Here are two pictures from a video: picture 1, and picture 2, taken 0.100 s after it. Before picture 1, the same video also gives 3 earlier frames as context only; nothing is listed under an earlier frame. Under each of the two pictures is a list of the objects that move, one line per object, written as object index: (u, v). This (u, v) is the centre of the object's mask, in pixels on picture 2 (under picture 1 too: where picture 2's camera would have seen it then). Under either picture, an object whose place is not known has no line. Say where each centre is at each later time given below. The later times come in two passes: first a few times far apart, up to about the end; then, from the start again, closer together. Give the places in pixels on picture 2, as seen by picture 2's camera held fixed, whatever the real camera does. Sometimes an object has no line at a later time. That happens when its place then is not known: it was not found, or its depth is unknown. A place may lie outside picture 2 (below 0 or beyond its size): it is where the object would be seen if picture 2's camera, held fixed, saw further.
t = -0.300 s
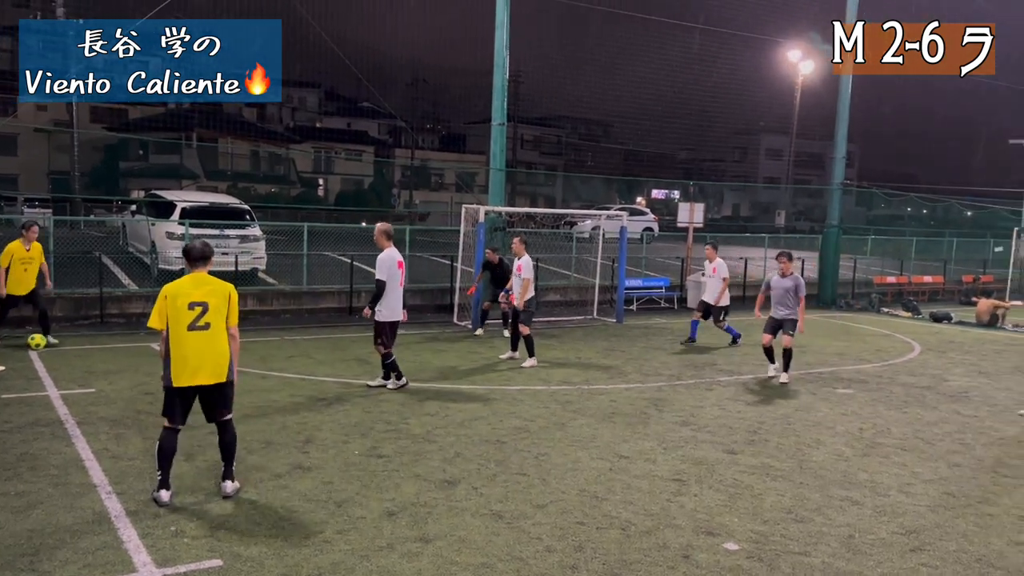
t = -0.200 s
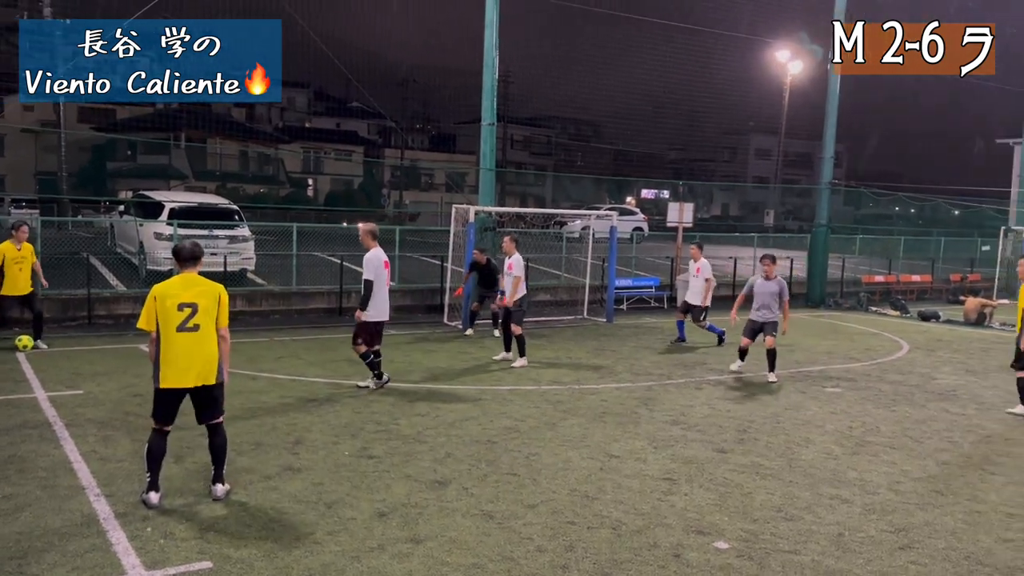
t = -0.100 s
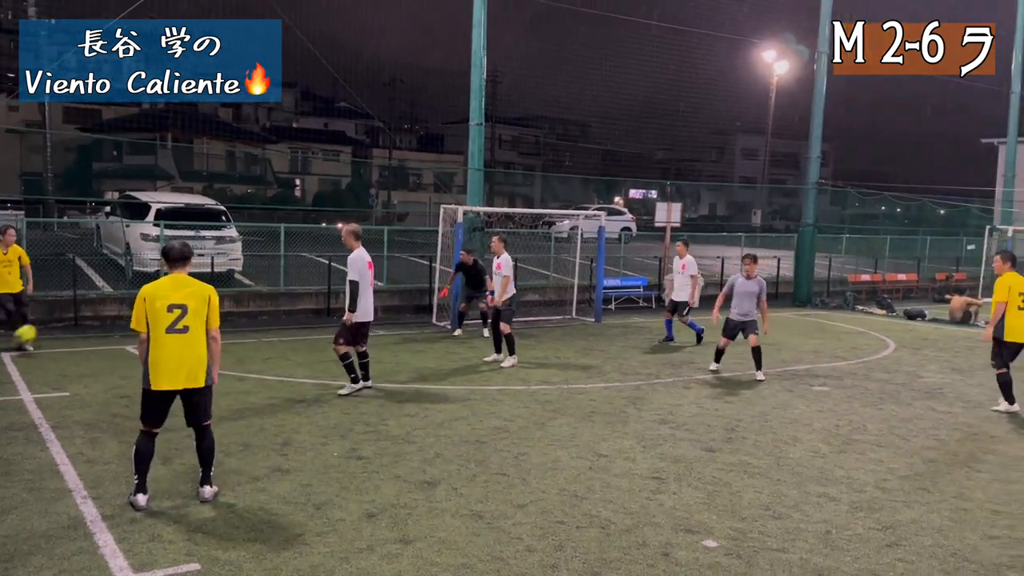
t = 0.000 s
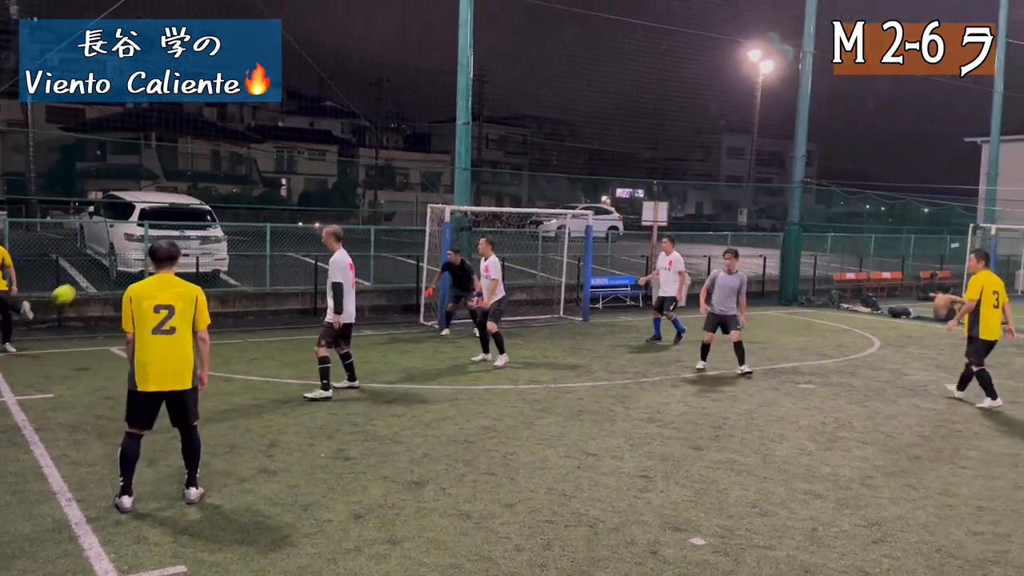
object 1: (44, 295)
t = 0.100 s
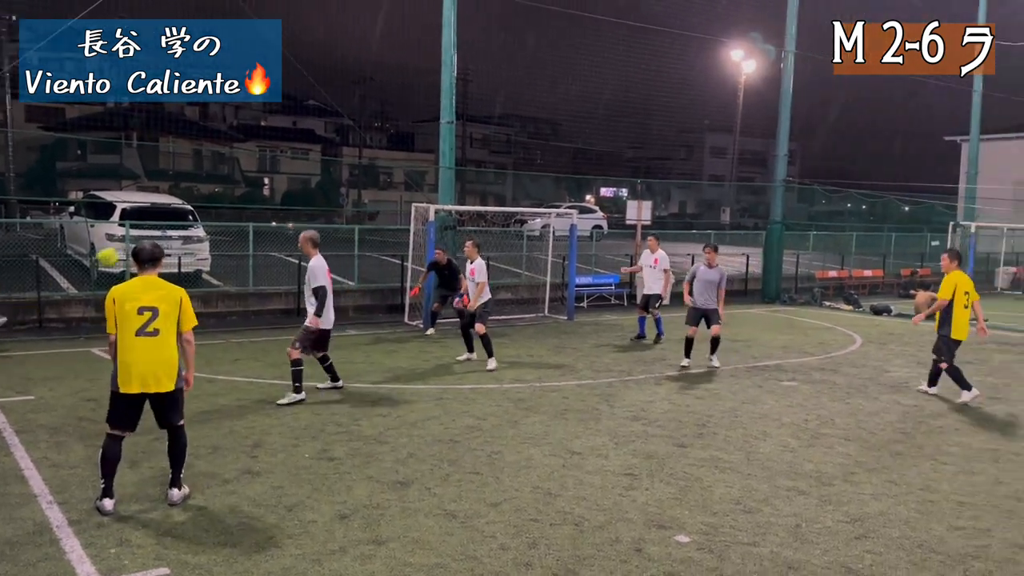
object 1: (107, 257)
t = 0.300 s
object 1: (256, 198)
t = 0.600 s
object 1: (539, 169)
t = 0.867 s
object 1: (873, 230)
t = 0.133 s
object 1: (130, 244)
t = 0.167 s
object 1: (155, 234)
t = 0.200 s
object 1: (179, 223)
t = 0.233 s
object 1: (205, 214)
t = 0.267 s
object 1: (230, 205)
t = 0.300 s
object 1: (256, 198)
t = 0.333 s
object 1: (284, 191)
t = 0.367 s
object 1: (312, 185)
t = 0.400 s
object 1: (342, 180)
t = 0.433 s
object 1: (372, 175)
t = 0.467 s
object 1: (403, 172)
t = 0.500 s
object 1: (436, 169)
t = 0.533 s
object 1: (470, 168)
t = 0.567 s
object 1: (504, 168)
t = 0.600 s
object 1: (539, 169)
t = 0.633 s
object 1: (575, 172)
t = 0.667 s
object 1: (613, 176)
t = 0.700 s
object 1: (652, 181)
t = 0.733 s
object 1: (693, 188)
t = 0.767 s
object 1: (736, 197)
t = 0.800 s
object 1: (780, 206)
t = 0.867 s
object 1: (873, 230)
